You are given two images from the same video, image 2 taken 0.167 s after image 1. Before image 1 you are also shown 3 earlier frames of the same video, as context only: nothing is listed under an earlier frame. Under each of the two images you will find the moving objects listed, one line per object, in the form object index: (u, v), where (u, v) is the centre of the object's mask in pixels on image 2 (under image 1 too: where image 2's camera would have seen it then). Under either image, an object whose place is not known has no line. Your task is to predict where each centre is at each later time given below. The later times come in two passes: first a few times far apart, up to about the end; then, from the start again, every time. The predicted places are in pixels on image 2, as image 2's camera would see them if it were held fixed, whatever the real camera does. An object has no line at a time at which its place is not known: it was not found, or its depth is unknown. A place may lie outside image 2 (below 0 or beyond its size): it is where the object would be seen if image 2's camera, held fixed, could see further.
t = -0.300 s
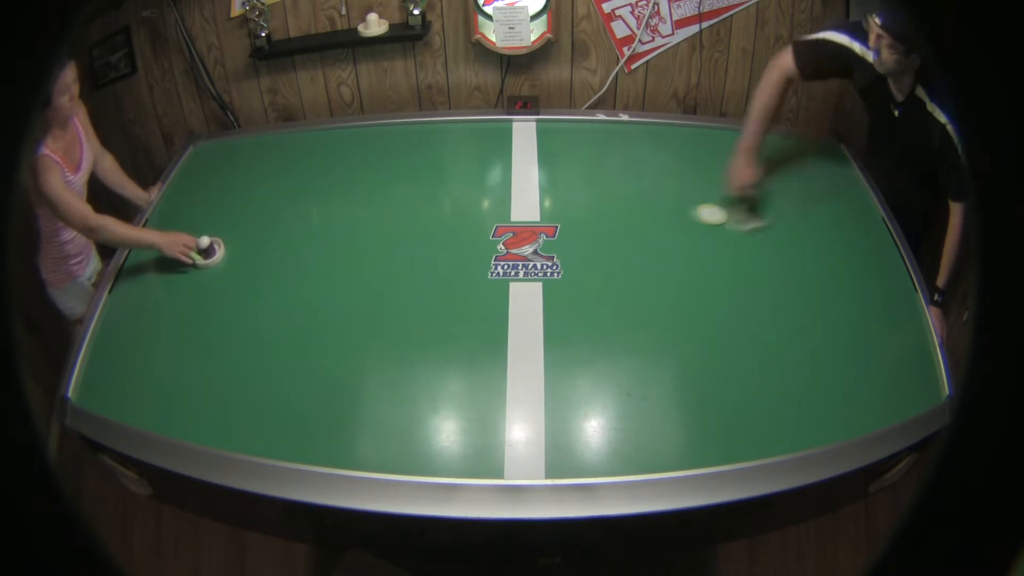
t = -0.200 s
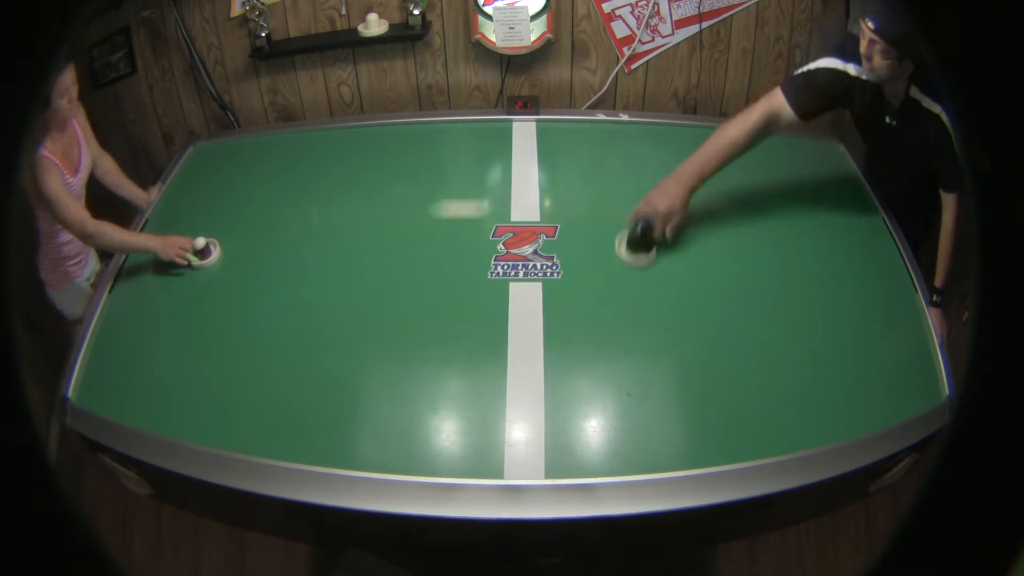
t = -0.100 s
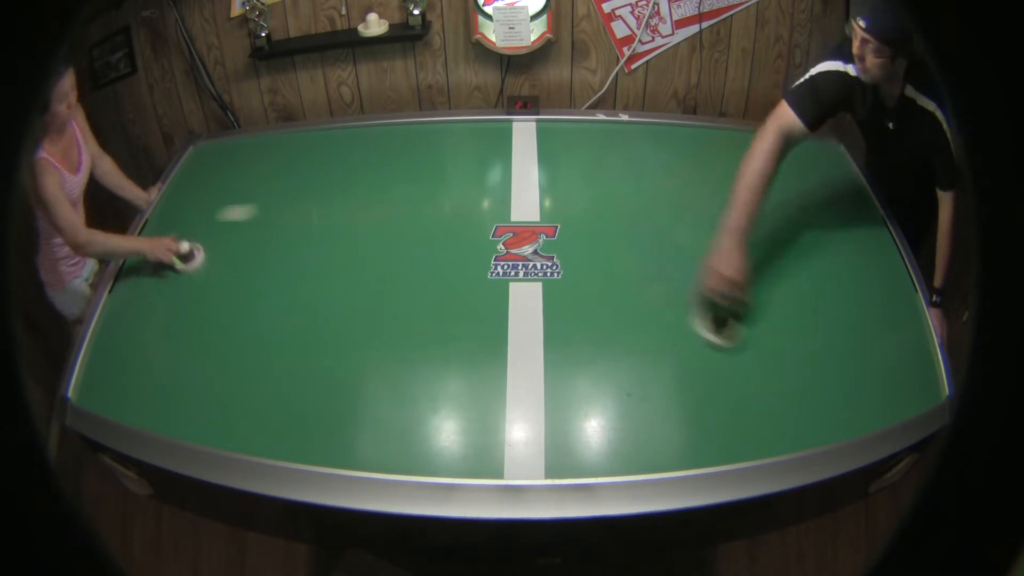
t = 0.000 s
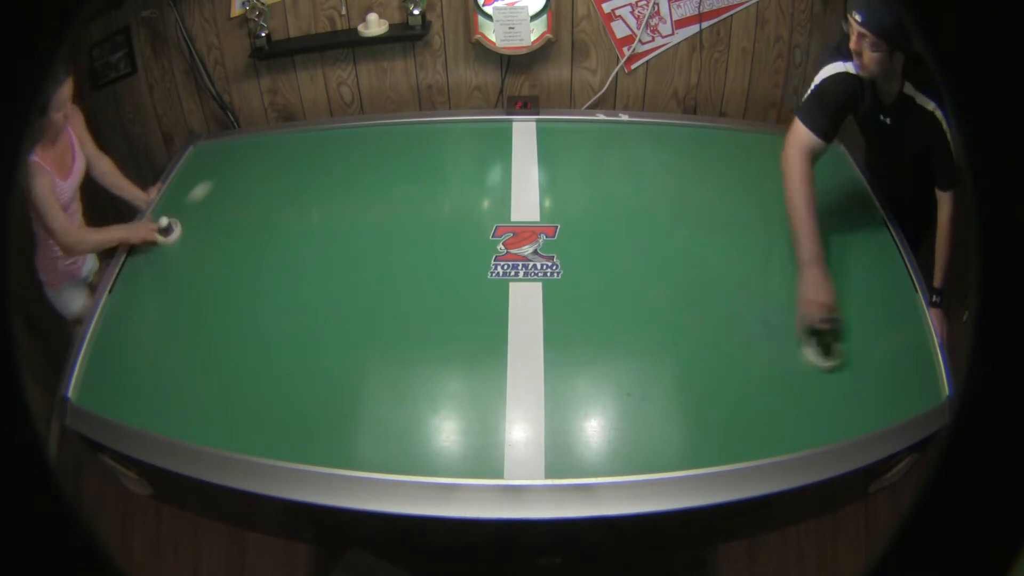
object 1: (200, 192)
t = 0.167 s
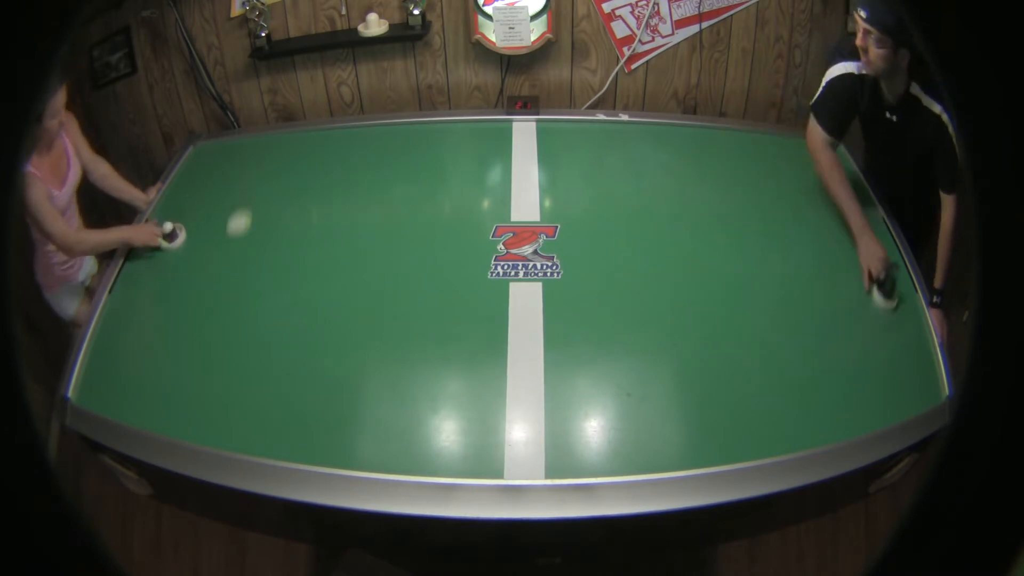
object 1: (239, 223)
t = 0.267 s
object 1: (229, 330)
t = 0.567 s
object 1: (345, 211)
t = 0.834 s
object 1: (370, 204)
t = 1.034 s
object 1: (322, 366)
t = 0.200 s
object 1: (235, 255)
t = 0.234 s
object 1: (232, 291)
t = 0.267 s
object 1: (229, 330)
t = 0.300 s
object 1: (228, 376)
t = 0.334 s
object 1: (228, 425)
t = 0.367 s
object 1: (242, 404)
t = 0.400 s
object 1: (261, 365)
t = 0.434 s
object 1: (279, 330)
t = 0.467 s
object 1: (297, 296)
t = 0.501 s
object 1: (314, 265)
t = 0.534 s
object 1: (330, 236)
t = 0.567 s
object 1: (345, 211)
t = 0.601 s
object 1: (359, 188)
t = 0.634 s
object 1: (372, 166)
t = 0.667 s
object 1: (384, 147)
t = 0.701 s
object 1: (394, 133)
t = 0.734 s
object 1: (389, 148)
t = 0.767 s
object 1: (383, 165)
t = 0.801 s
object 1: (376, 184)
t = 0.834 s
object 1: (370, 204)
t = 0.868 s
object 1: (363, 225)
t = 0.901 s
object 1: (355, 249)
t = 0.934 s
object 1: (347, 275)
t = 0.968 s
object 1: (339, 303)
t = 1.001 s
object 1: (330, 333)
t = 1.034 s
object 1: (322, 366)
